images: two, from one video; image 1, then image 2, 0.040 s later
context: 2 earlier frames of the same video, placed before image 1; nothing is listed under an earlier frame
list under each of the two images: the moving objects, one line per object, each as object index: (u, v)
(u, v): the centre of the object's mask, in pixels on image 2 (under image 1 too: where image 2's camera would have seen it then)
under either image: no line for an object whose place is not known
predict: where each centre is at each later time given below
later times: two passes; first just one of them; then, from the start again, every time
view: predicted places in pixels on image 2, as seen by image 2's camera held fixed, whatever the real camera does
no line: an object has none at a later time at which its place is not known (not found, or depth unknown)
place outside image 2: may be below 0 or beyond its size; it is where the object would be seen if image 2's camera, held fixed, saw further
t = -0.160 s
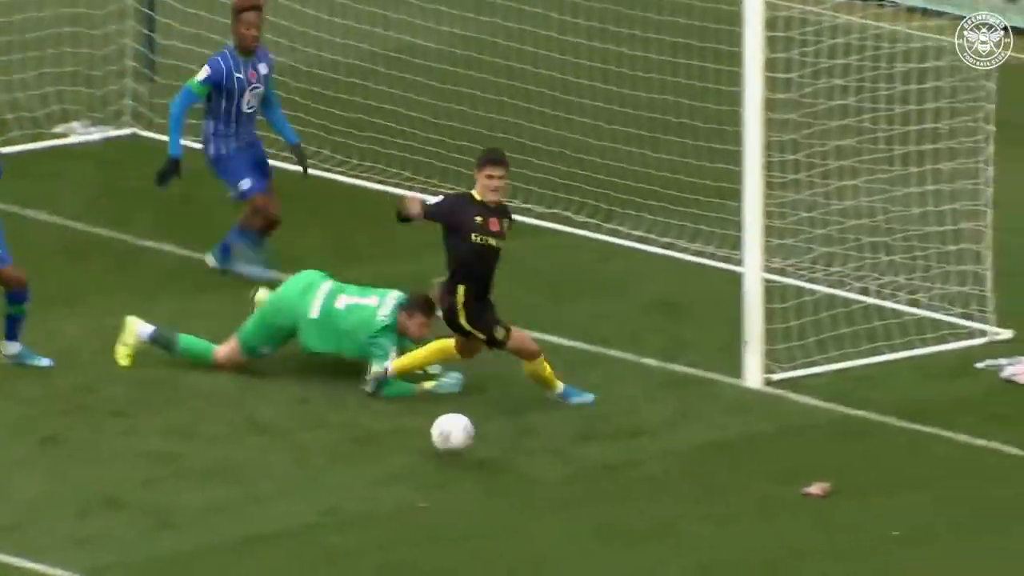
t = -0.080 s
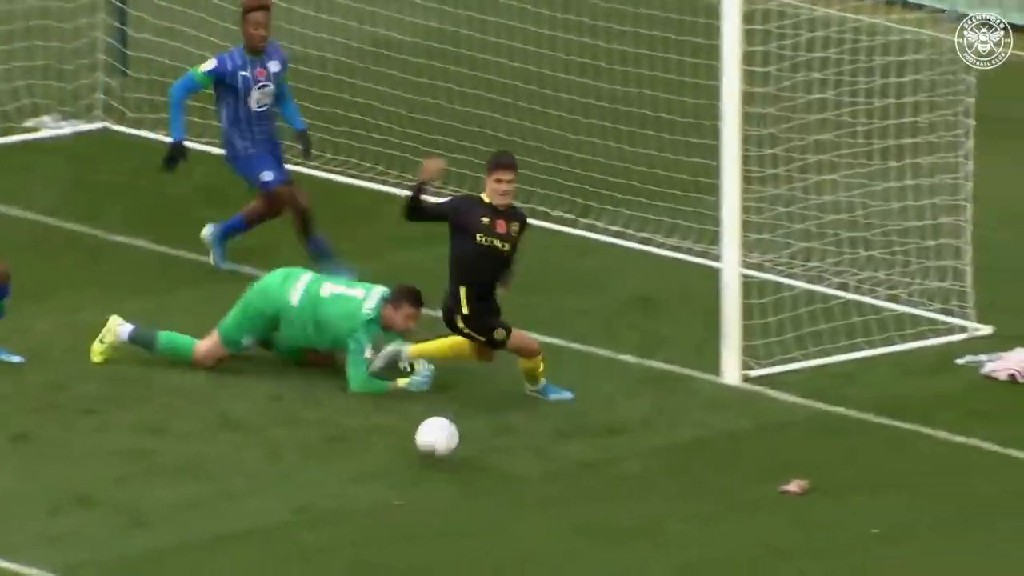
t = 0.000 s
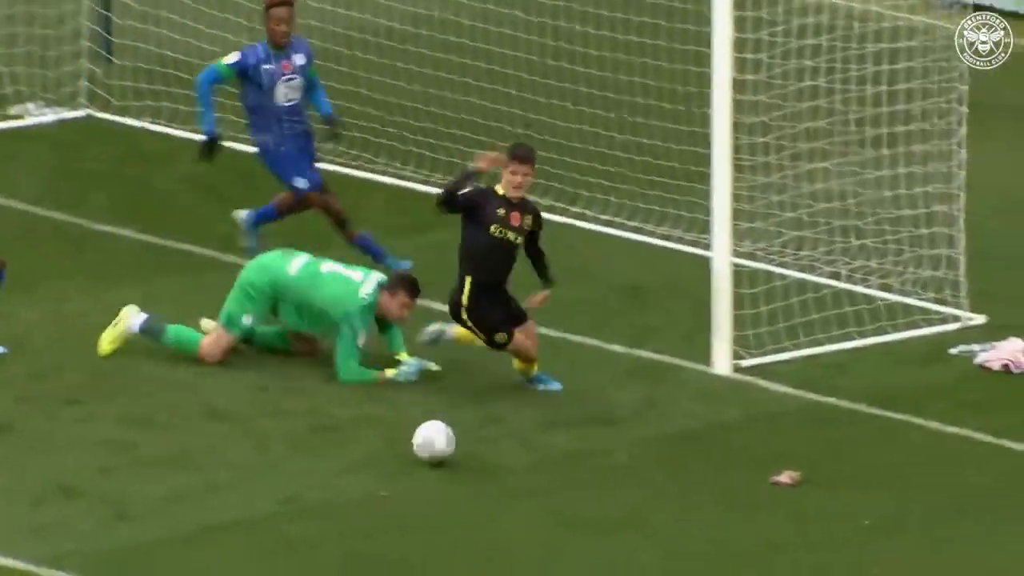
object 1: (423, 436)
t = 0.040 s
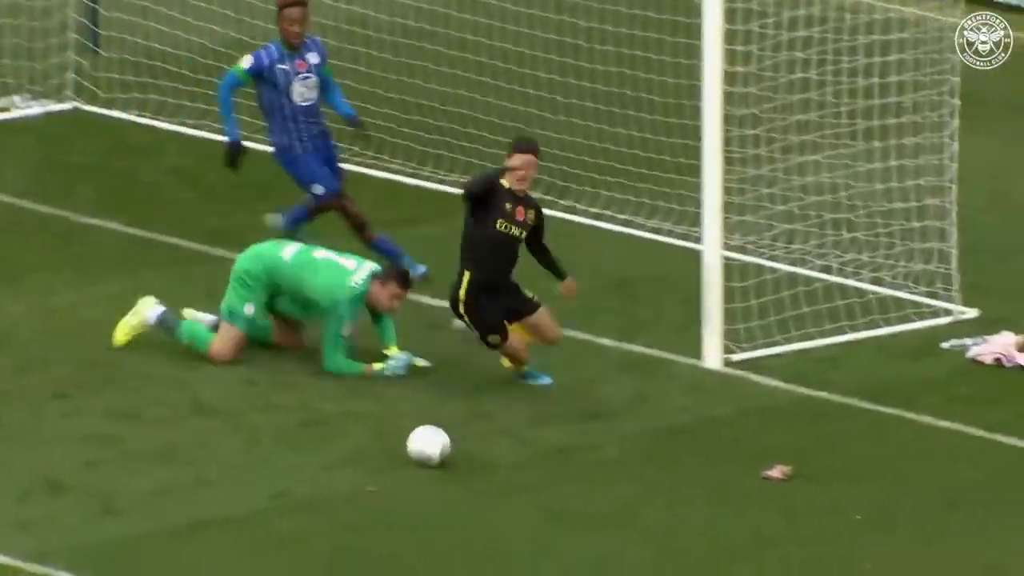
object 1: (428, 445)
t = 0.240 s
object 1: (453, 461)
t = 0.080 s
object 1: (432, 446)
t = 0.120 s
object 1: (438, 447)
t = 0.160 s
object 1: (441, 449)
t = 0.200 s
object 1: (447, 454)
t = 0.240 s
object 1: (453, 461)
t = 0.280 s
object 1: (456, 464)
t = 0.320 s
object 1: (462, 466)
